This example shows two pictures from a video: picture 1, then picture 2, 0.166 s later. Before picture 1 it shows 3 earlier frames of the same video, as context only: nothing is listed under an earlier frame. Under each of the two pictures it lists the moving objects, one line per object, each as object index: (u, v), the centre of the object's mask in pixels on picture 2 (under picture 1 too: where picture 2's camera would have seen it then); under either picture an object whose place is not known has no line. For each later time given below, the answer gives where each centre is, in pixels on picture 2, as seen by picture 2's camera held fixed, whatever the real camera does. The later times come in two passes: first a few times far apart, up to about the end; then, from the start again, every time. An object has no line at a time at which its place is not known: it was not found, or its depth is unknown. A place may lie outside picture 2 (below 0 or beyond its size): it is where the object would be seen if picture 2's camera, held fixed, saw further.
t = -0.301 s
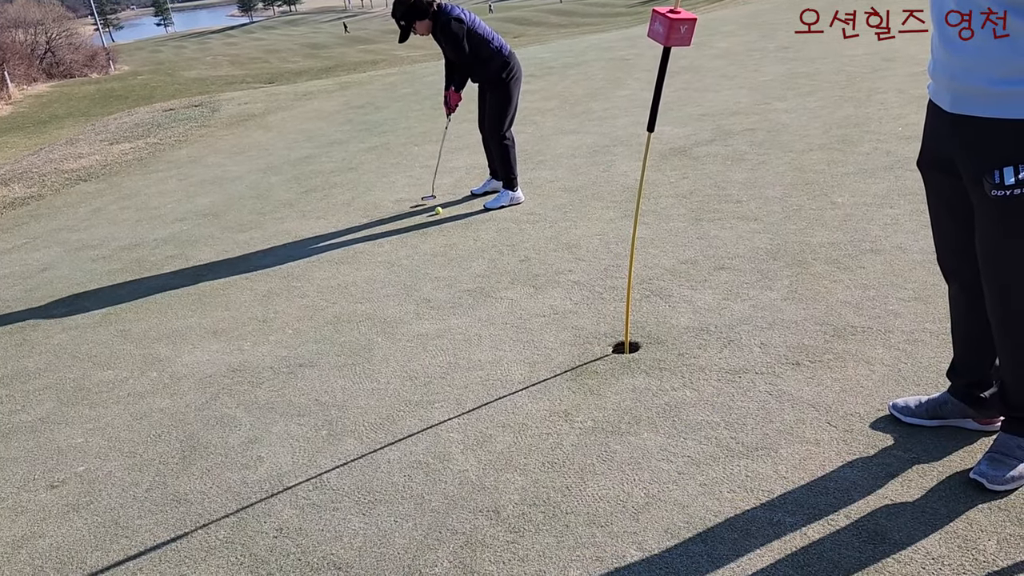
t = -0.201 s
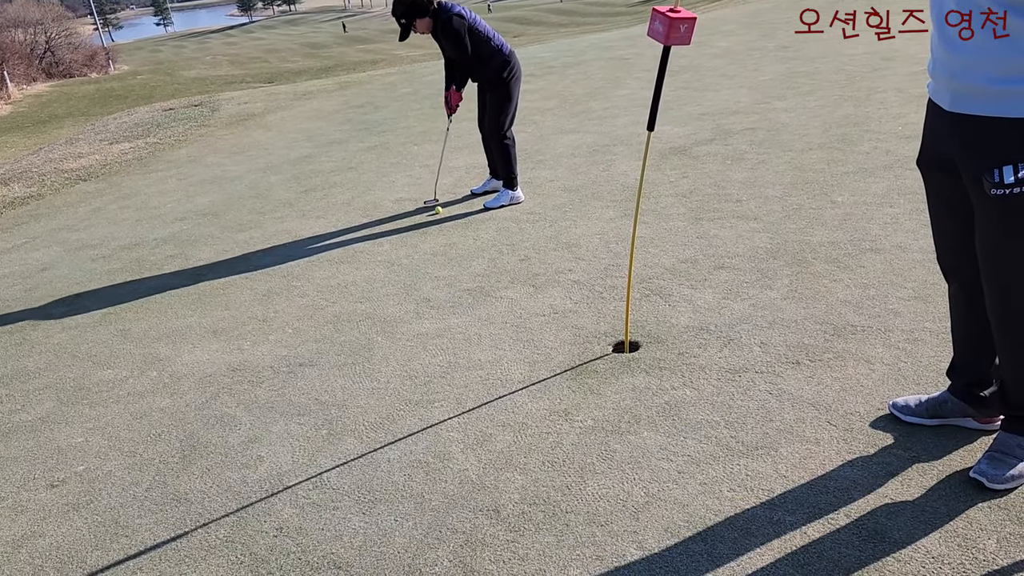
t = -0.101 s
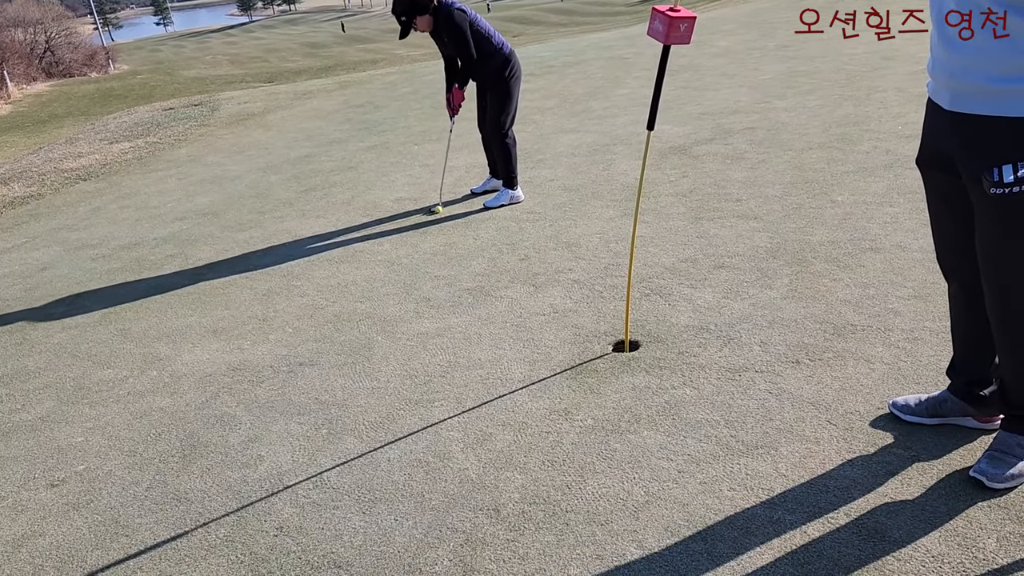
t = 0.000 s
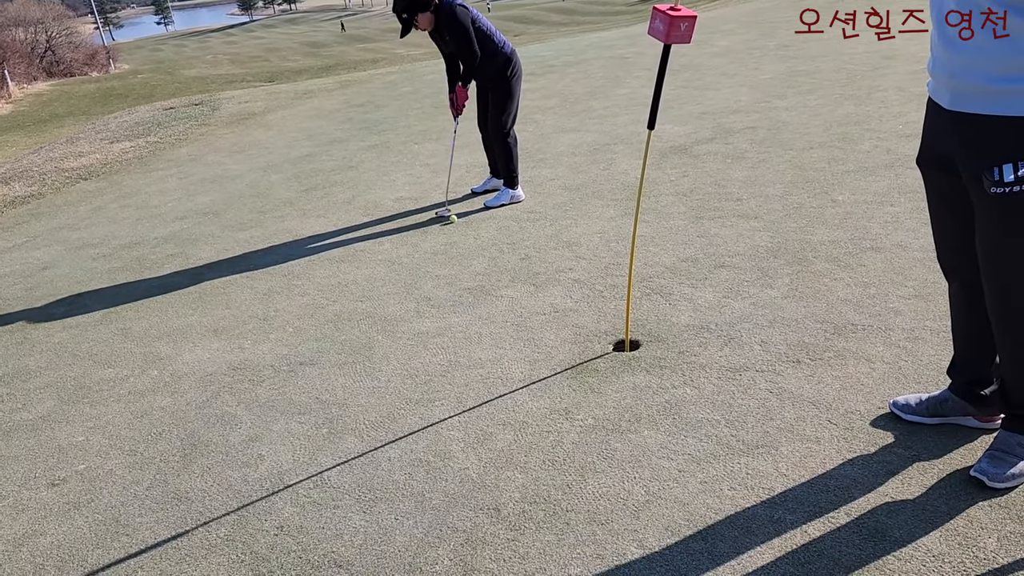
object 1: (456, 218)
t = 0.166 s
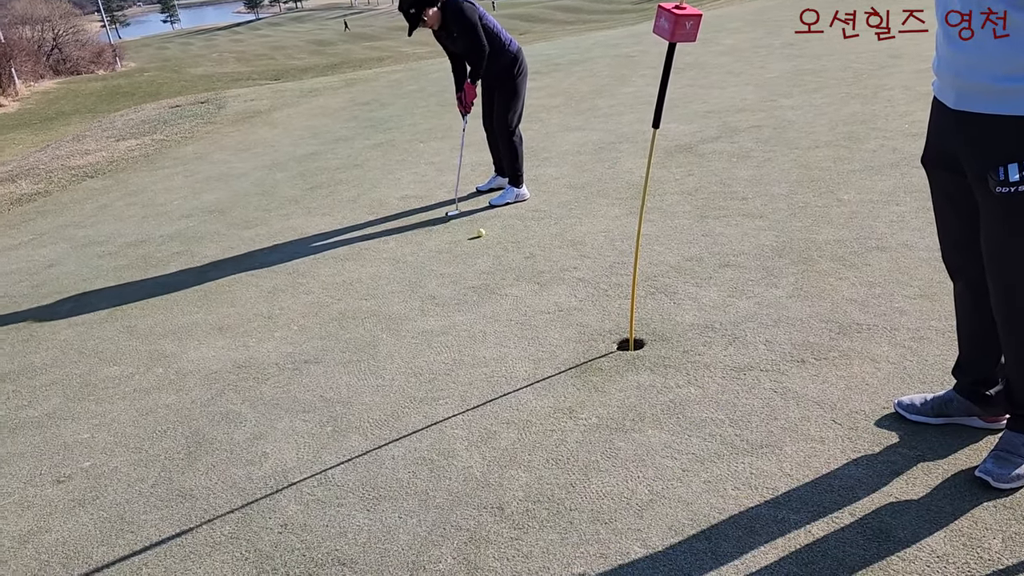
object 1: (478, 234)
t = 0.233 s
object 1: (486, 240)
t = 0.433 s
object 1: (512, 256)
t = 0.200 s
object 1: (481, 237)
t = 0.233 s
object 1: (486, 240)
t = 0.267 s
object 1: (490, 243)
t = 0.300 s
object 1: (494, 245)
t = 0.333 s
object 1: (499, 248)
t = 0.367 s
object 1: (503, 251)
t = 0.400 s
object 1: (507, 254)
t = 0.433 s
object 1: (512, 256)
